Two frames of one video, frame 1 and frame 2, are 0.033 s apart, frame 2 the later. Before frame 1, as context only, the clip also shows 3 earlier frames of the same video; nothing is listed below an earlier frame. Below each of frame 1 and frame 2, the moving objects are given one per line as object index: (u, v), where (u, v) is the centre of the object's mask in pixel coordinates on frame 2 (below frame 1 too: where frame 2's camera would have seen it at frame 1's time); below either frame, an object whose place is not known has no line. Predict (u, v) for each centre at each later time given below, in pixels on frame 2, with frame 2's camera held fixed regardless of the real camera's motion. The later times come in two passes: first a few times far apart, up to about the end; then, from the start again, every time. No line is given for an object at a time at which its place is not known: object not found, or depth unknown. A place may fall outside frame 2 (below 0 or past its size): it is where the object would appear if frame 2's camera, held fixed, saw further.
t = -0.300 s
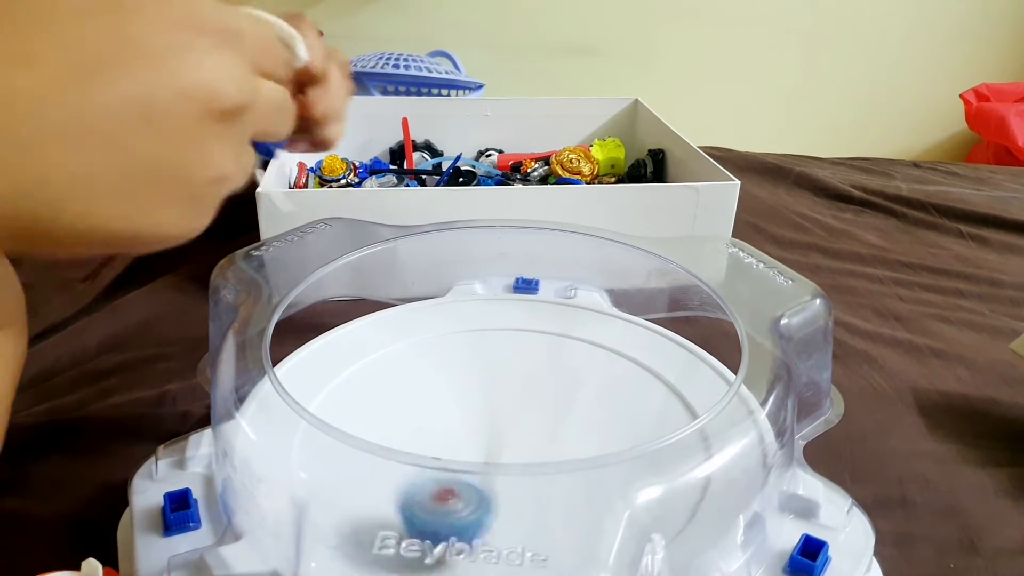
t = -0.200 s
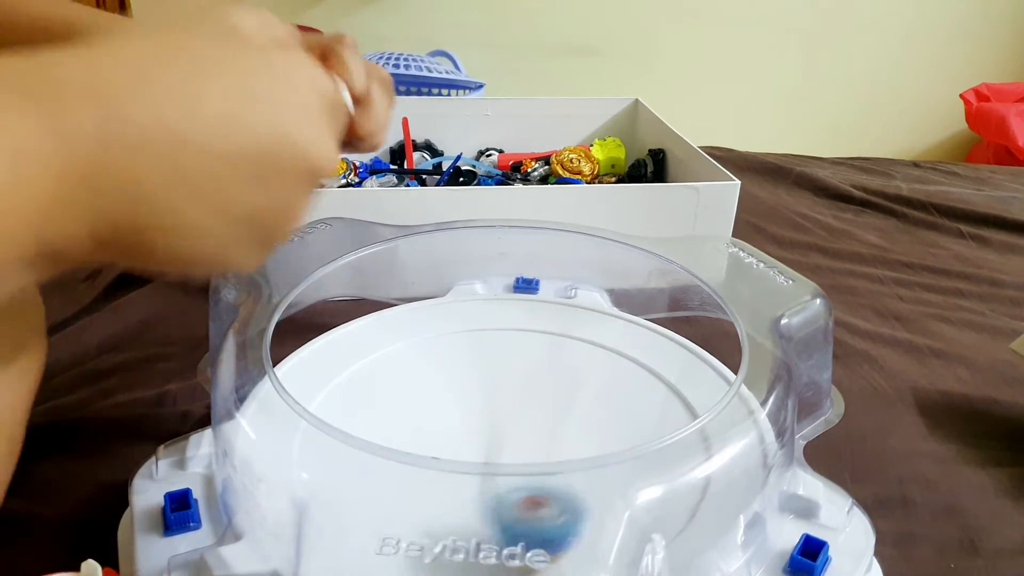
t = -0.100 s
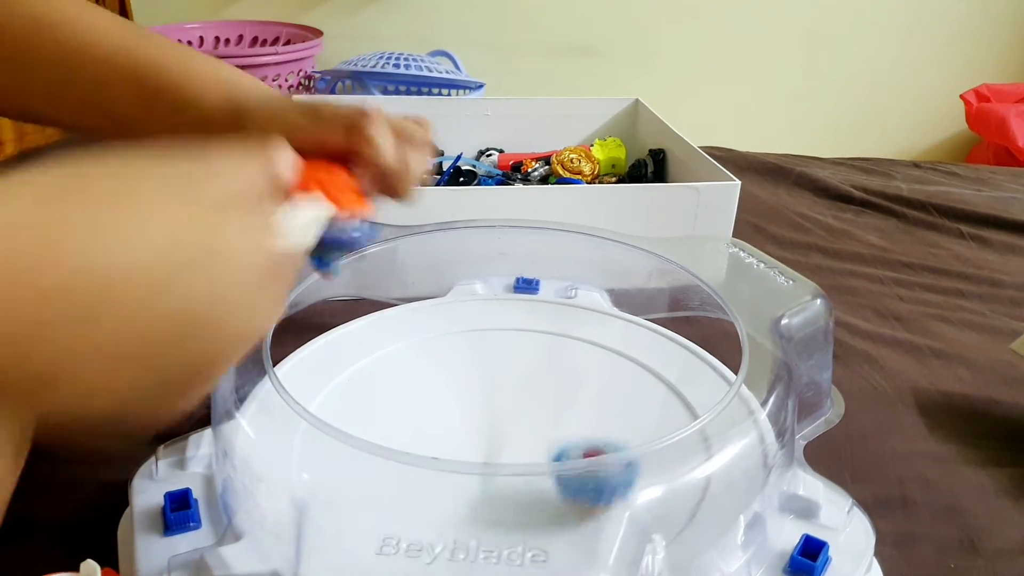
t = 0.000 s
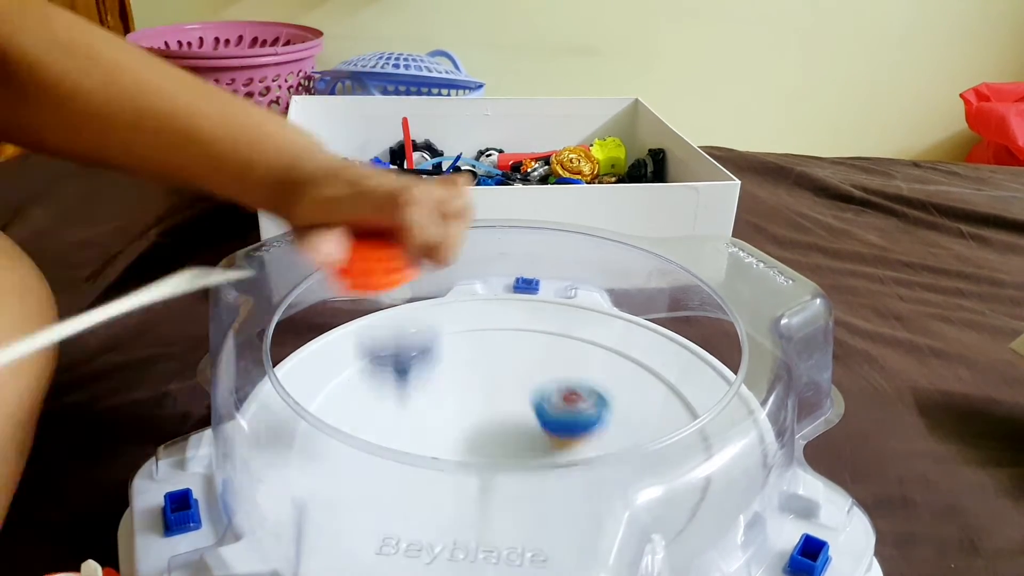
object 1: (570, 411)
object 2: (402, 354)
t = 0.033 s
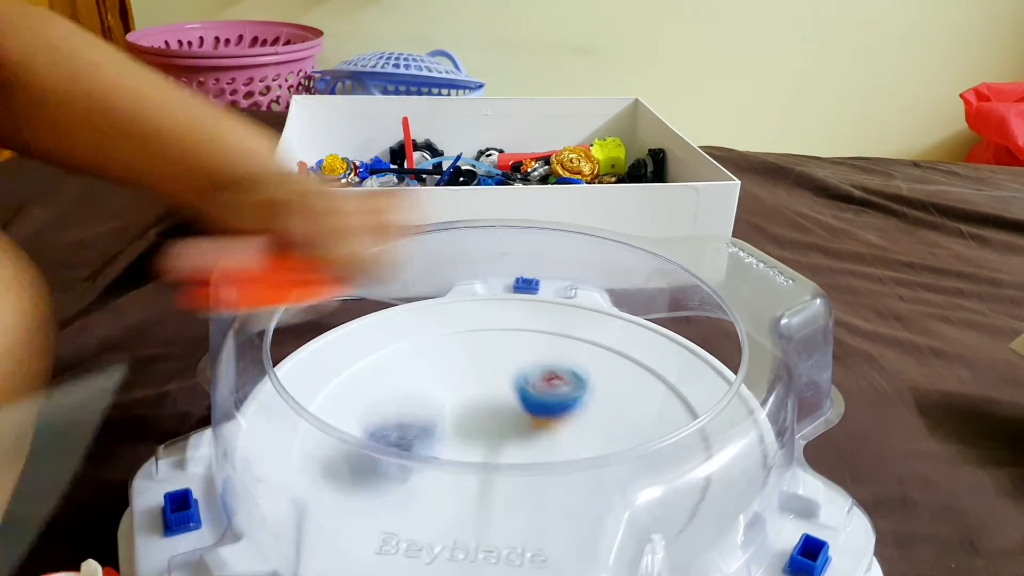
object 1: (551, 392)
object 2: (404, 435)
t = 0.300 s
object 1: (338, 352)
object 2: (577, 510)
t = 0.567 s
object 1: (429, 525)
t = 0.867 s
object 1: (661, 355)
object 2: (575, 494)
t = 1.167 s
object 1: (298, 339)
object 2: (393, 426)
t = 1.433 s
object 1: (518, 430)
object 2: (642, 486)
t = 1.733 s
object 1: (408, 333)
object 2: (593, 427)
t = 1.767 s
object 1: (388, 350)
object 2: (566, 431)
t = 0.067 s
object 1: (527, 377)
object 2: (420, 436)
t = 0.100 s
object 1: (501, 363)
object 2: (435, 445)
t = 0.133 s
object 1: (472, 352)
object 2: (457, 464)
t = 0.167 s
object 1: (443, 344)
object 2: (479, 507)
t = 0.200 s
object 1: (414, 338)
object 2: (498, 516)
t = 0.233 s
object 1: (379, 334)
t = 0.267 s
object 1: (358, 338)
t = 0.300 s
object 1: (338, 352)
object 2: (577, 510)
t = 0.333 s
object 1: (322, 370)
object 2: (591, 492)
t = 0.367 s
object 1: (322, 390)
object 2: (582, 470)
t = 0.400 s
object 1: (312, 422)
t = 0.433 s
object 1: (312, 447)
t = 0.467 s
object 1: (324, 473)
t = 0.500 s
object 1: (349, 492)
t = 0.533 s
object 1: (384, 511)
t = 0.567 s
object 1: (429, 525)
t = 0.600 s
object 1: (482, 533)
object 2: (340, 443)
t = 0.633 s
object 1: (538, 529)
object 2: (315, 466)
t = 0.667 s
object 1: (593, 516)
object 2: (335, 482)
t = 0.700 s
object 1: (636, 496)
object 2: (385, 511)
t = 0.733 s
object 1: (669, 470)
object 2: (428, 521)
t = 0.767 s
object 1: (686, 436)
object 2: (469, 524)
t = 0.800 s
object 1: (686, 400)
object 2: (515, 523)
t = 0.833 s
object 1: (684, 379)
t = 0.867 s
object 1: (661, 355)
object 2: (575, 494)
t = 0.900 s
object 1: (626, 335)
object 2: (576, 460)
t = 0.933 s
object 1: (589, 321)
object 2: (571, 437)
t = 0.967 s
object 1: (548, 312)
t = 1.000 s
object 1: (506, 309)
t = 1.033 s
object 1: (463, 311)
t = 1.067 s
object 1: (420, 321)
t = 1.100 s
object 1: (375, 324)
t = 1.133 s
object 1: (330, 325)
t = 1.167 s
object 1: (298, 339)
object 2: (393, 426)
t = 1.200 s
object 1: (283, 346)
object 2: (388, 456)
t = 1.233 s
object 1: (304, 363)
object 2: (400, 487)
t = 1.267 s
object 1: (335, 384)
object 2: (432, 504)
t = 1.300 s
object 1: (367, 400)
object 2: (476, 515)
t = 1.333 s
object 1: (401, 415)
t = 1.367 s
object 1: (438, 426)
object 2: (569, 519)
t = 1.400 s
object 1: (478, 430)
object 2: (607, 506)
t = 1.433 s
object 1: (518, 430)
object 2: (642, 486)
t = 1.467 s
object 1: (559, 424)
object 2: (658, 454)
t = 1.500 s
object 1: (584, 408)
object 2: (676, 441)
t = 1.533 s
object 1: (567, 359)
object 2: (723, 448)
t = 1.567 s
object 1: (552, 324)
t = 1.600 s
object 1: (512, 273)
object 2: (684, 417)
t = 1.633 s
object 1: (483, 285)
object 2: (670, 420)
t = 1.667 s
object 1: (456, 304)
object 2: (651, 422)
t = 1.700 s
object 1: (432, 318)
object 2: (624, 425)
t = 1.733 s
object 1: (408, 333)
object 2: (593, 427)
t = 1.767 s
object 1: (388, 350)
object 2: (566, 431)
